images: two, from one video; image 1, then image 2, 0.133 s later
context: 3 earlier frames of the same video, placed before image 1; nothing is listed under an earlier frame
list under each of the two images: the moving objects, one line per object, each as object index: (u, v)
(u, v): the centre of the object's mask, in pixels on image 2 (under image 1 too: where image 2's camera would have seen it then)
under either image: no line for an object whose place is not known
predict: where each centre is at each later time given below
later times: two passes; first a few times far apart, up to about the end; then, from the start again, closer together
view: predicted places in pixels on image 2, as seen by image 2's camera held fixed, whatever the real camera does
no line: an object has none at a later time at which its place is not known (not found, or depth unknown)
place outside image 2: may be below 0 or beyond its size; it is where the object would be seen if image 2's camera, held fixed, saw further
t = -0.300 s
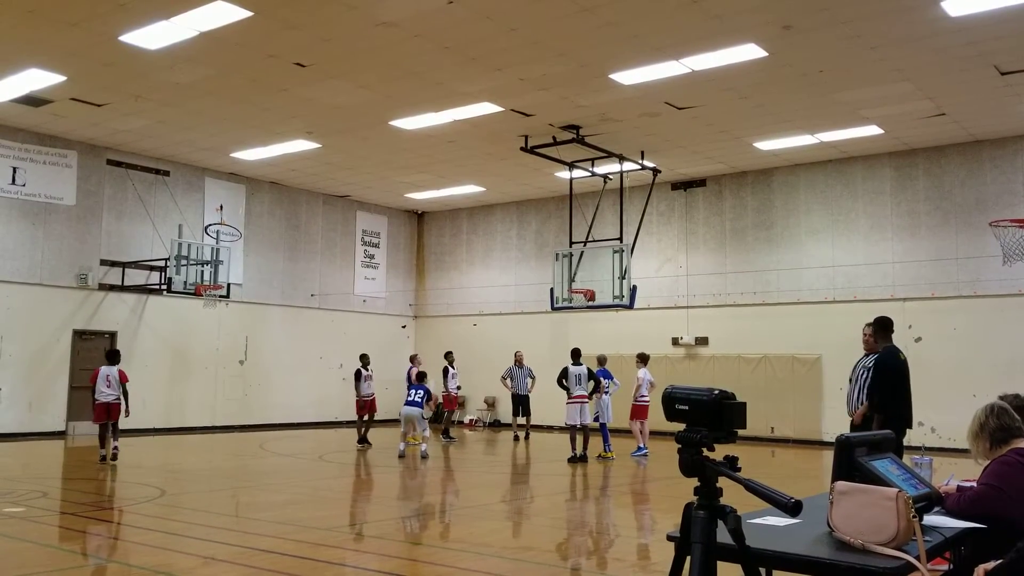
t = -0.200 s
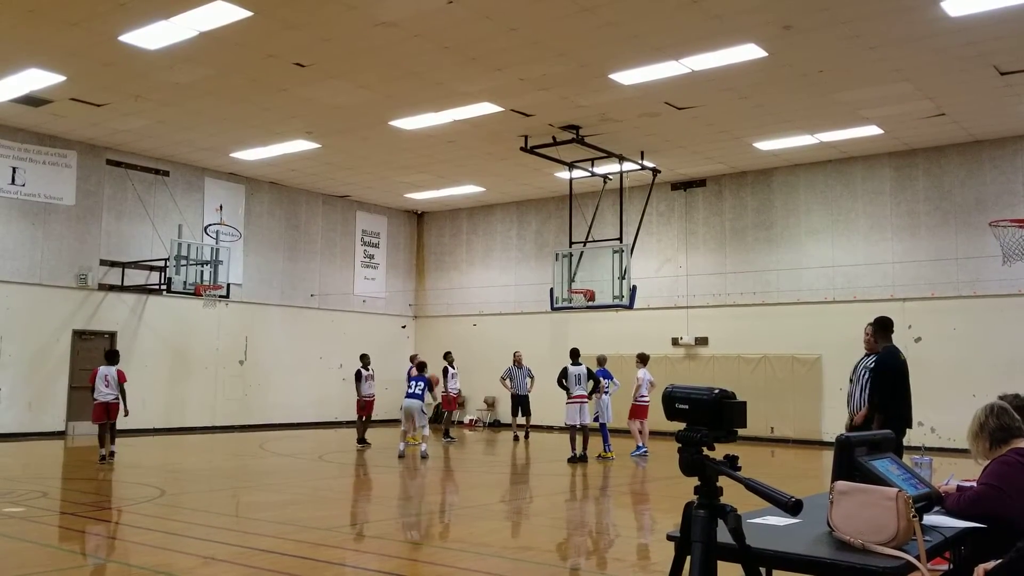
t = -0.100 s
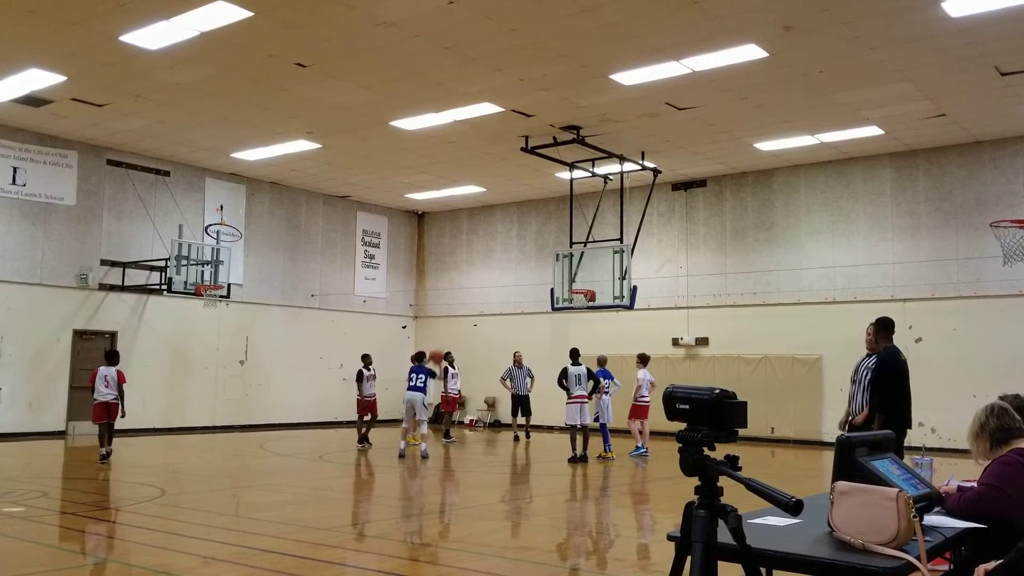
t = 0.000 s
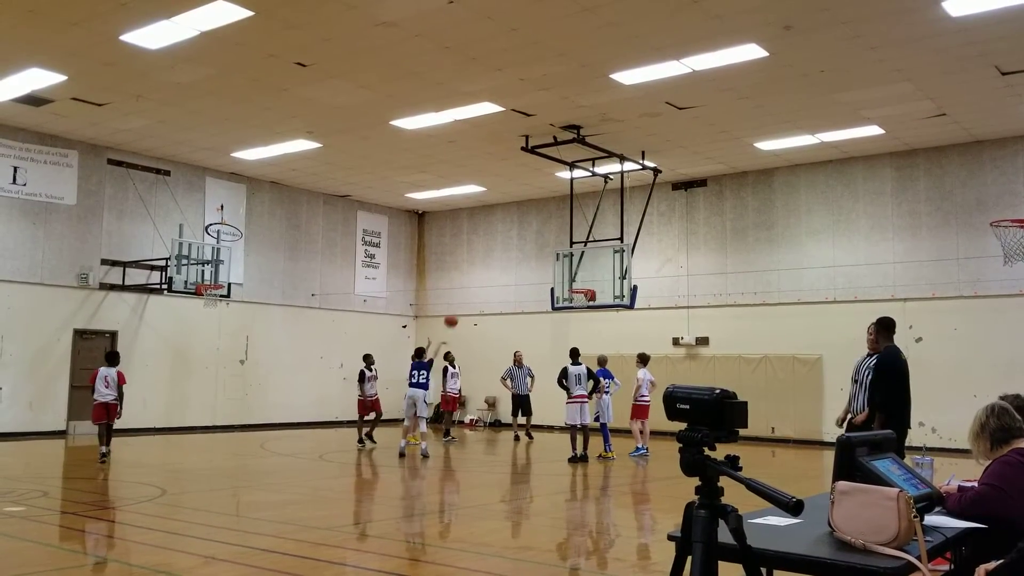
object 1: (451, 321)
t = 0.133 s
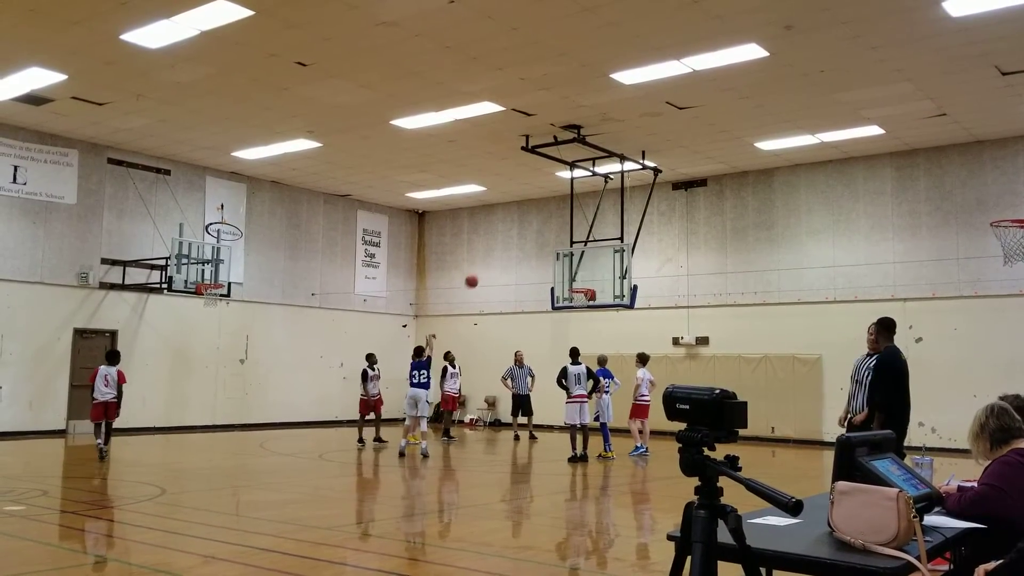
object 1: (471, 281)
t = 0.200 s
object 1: (481, 266)
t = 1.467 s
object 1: (602, 272)
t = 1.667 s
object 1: (602, 292)
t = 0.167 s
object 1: (476, 274)
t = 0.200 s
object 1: (481, 266)
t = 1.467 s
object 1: (602, 272)
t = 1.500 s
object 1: (602, 274)
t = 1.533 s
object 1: (602, 277)
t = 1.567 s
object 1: (602, 280)
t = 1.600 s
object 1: (602, 283)
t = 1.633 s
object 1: (602, 287)
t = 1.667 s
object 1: (602, 292)
